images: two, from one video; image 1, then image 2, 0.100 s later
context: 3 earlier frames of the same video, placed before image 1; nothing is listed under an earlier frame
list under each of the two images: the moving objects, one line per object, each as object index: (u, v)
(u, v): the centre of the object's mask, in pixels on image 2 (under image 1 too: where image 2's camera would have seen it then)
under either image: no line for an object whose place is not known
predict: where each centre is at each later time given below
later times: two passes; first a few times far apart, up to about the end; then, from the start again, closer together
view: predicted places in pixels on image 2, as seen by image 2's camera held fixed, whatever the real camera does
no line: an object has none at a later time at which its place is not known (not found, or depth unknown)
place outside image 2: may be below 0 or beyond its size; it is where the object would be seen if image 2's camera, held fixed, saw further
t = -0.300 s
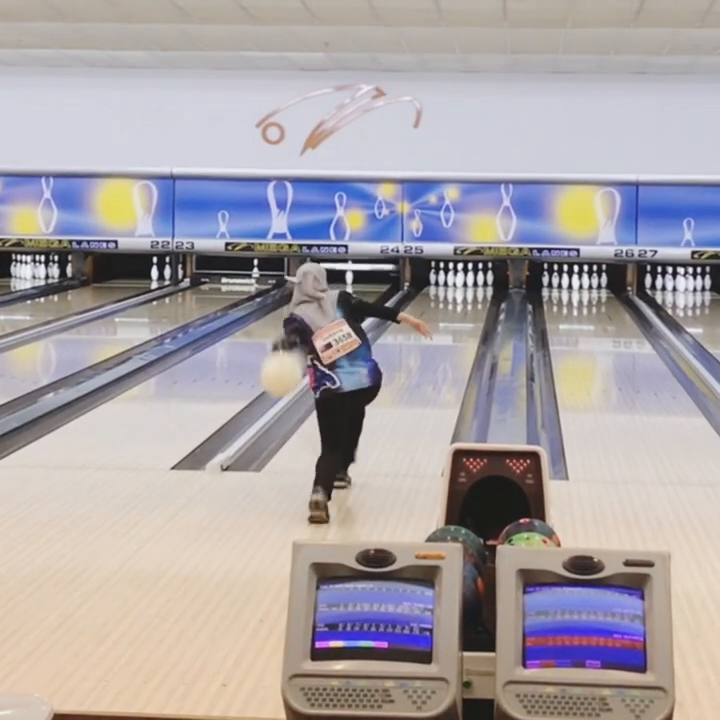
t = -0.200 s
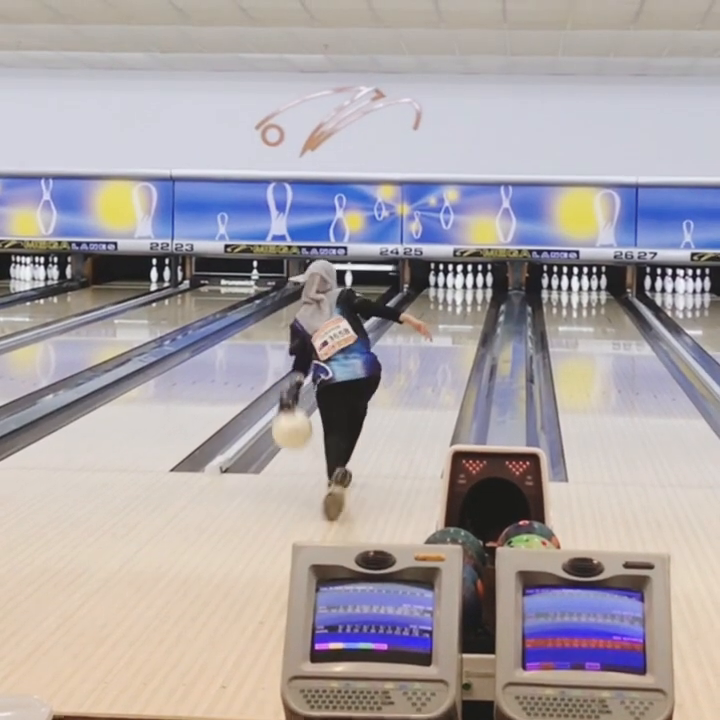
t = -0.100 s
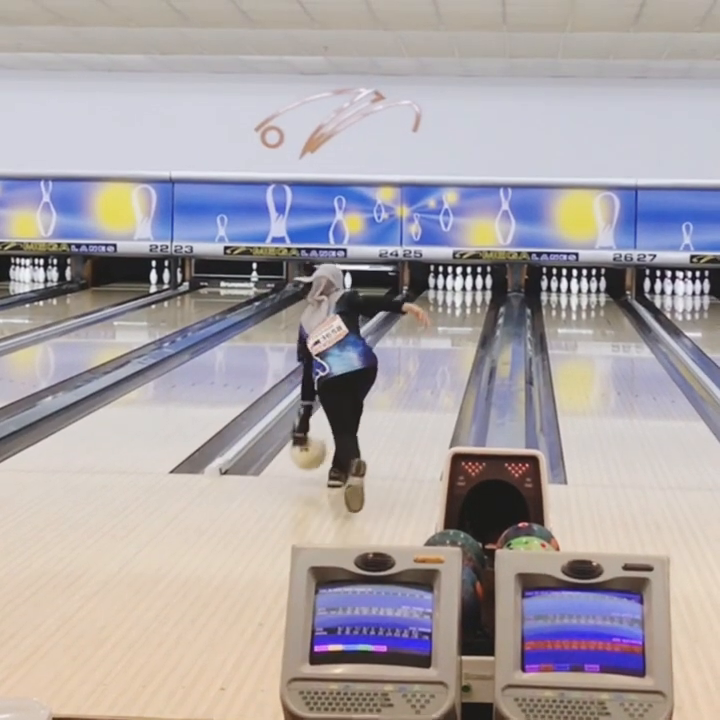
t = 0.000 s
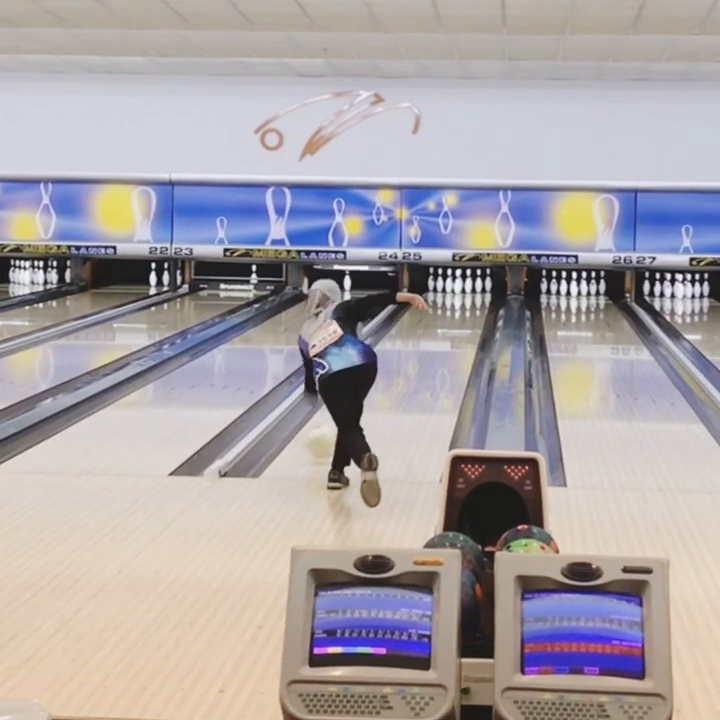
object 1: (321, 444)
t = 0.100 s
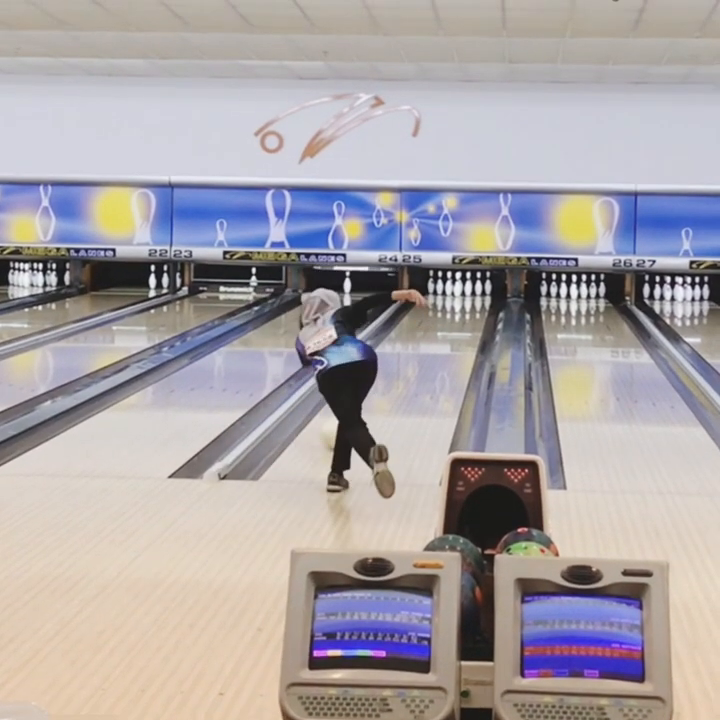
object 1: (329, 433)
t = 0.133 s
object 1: (331, 427)
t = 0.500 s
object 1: (375, 384)
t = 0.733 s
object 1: (389, 364)
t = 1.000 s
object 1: (405, 345)
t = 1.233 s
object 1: (416, 332)
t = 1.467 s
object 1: (426, 321)
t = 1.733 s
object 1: (435, 310)
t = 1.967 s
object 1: (441, 303)
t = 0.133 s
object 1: (331, 427)
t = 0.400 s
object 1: (370, 394)
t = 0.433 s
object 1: (371, 391)
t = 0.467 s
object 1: (373, 387)
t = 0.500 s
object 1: (375, 384)
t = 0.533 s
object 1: (376, 380)
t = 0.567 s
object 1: (379, 377)
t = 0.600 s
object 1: (381, 374)
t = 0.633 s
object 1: (383, 372)
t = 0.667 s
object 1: (385, 369)
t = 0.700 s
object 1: (387, 366)
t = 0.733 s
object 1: (389, 364)
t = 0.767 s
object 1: (391, 362)
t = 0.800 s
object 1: (393, 359)
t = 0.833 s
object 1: (395, 356)
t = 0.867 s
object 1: (398, 354)
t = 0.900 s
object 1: (400, 351)
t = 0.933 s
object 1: (401, 349)
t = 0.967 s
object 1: (403, 347)
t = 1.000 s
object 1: (405, 345)
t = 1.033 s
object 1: (406, 343)
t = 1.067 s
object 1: (409, 342)
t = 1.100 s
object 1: (412, 340)
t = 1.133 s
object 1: (413, 337)
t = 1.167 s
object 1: (413, 335)
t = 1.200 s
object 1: (415, 334)
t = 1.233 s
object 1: (416, 332)
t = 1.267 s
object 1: (418, 330)
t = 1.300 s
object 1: (419, 329)
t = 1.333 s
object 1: (421, 327)
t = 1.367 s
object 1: (422, 326)
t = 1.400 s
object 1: (424, 324)
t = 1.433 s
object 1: (425, 322)
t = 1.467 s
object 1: (426, 321)
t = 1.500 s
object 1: (427, 320)
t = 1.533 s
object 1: (428, 318)
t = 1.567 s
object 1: (429, 317)
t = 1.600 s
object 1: (431, 315)
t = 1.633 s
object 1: (431, 314)
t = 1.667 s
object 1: (433, 313)
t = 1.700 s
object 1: (434, 311)
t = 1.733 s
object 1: (435, 310)
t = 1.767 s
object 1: (436, 309)
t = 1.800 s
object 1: (436, 308)
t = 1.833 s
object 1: (437, 307)
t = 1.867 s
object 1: (438, 306)
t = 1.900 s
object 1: (440, 305)
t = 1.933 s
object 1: (441, 303)
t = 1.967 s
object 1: (441, 303)
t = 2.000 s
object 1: (443, 303)
